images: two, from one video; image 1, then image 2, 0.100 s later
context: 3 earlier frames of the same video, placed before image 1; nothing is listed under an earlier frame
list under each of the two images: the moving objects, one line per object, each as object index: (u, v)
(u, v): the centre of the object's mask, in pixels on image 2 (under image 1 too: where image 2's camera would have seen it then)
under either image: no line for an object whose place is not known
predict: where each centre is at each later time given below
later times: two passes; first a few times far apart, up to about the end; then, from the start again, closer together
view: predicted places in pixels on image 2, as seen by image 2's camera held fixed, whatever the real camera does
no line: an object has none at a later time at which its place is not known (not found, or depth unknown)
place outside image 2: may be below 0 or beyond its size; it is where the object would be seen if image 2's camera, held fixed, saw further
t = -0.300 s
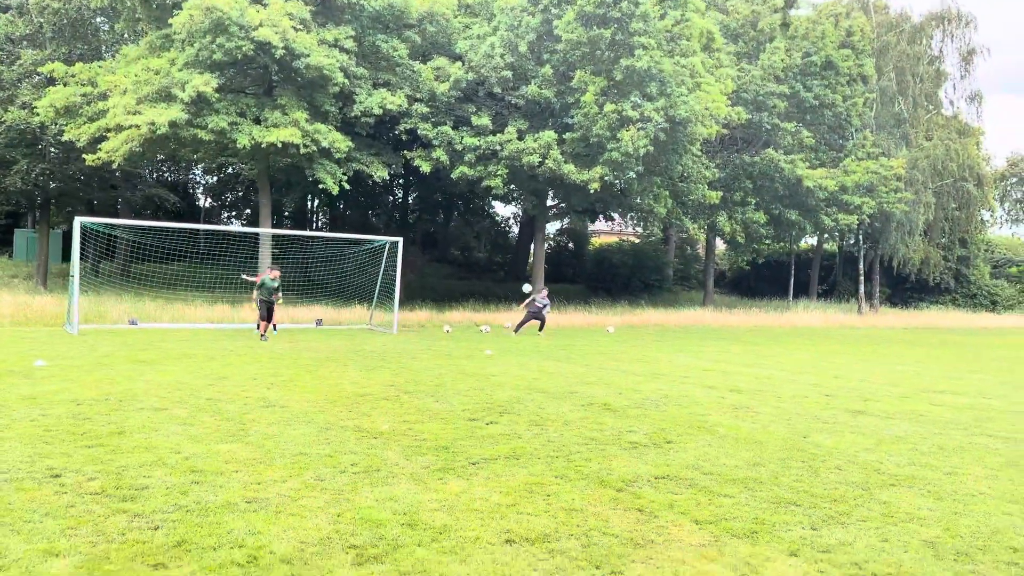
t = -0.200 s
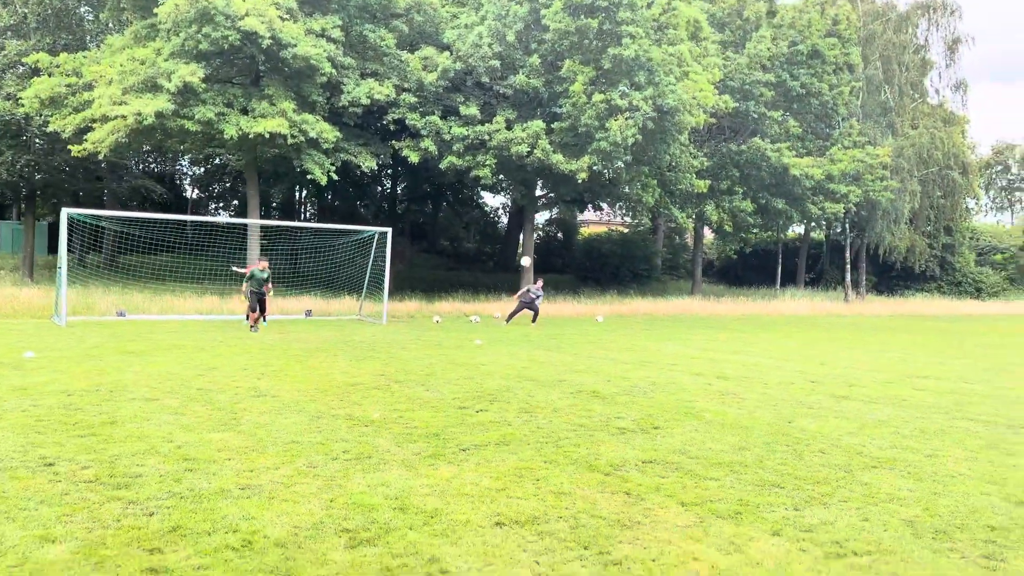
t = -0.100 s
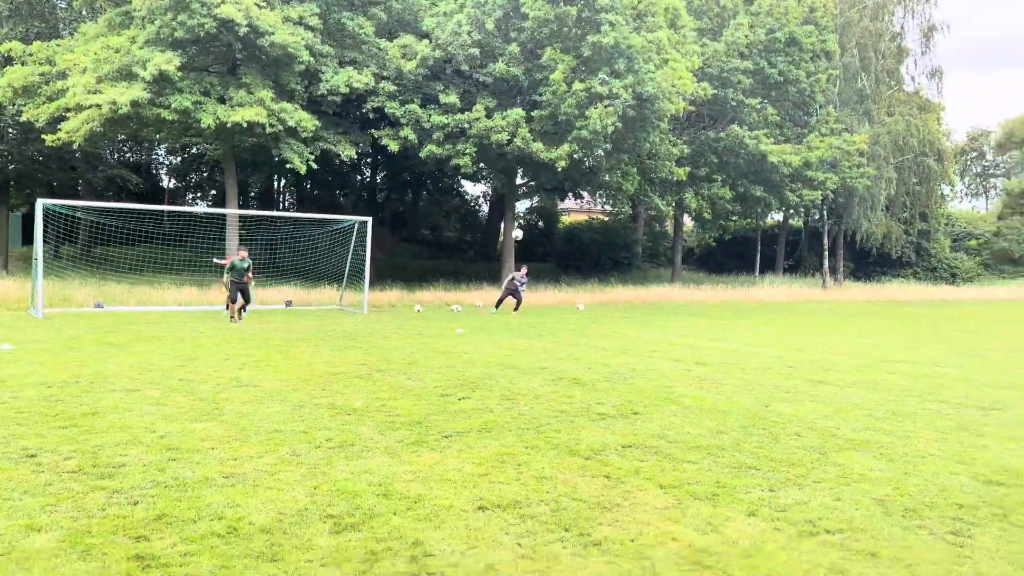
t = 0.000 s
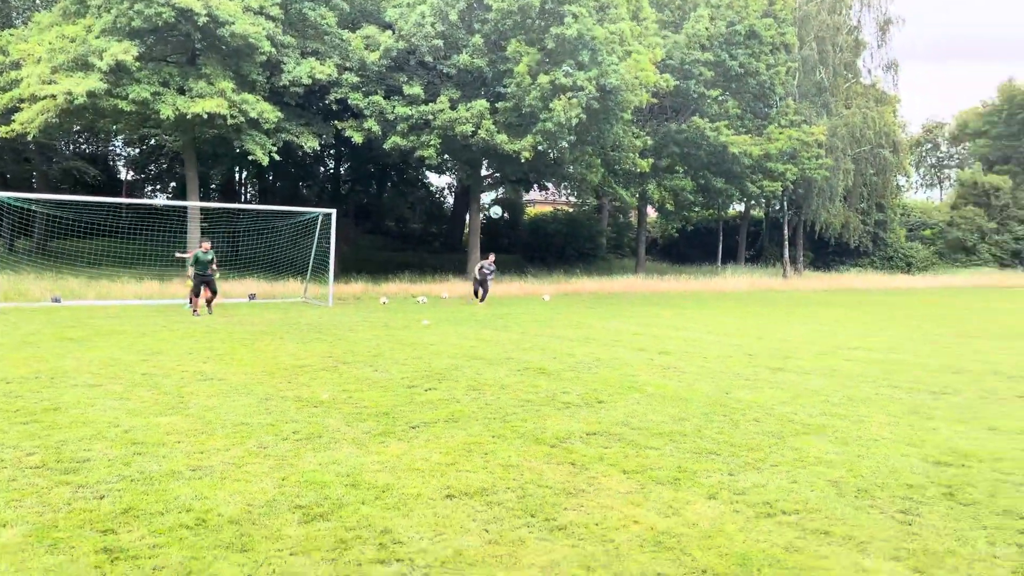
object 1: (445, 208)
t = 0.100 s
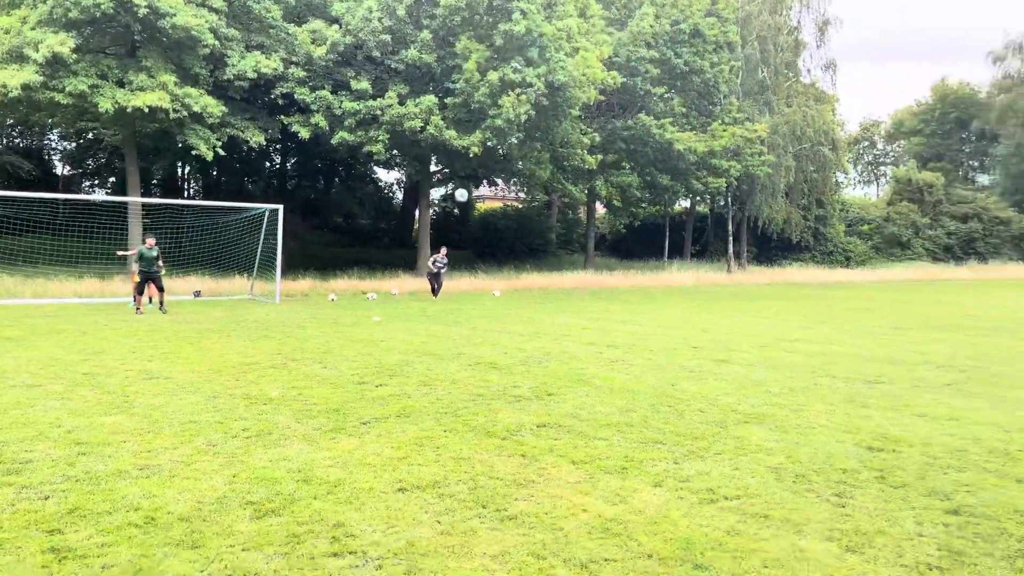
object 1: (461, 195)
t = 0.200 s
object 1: (480, 186)
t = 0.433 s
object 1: (539, 181)
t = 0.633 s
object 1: (619, 208)
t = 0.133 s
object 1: (467, 192)
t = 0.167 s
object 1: (474, 189)
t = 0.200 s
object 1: (480, 186)
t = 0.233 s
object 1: (487, 183)
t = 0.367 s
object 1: (519, 179)
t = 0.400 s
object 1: (529, 179)
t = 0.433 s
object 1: (539, 181)
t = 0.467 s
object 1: (550, 183)
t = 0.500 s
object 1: (562, 186)
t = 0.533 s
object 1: (575, 190)
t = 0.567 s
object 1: (588, 194)
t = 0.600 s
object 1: (603, 201)
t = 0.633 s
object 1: (619, 208)
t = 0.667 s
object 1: (637, 218)
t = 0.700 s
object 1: (656, 229)
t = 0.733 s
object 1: (677, 243)
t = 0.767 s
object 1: (702, 258)
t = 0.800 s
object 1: (730, 275)
